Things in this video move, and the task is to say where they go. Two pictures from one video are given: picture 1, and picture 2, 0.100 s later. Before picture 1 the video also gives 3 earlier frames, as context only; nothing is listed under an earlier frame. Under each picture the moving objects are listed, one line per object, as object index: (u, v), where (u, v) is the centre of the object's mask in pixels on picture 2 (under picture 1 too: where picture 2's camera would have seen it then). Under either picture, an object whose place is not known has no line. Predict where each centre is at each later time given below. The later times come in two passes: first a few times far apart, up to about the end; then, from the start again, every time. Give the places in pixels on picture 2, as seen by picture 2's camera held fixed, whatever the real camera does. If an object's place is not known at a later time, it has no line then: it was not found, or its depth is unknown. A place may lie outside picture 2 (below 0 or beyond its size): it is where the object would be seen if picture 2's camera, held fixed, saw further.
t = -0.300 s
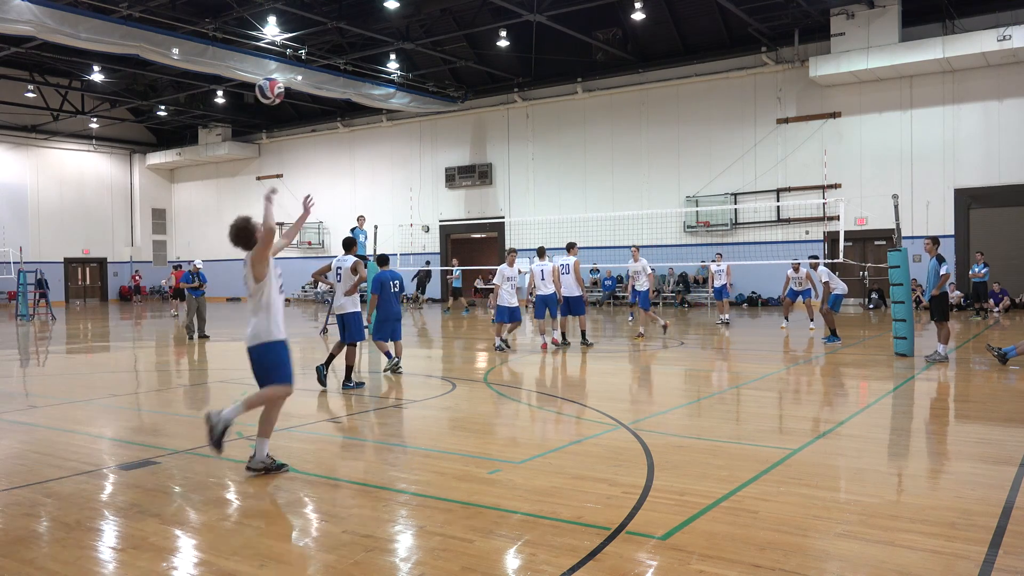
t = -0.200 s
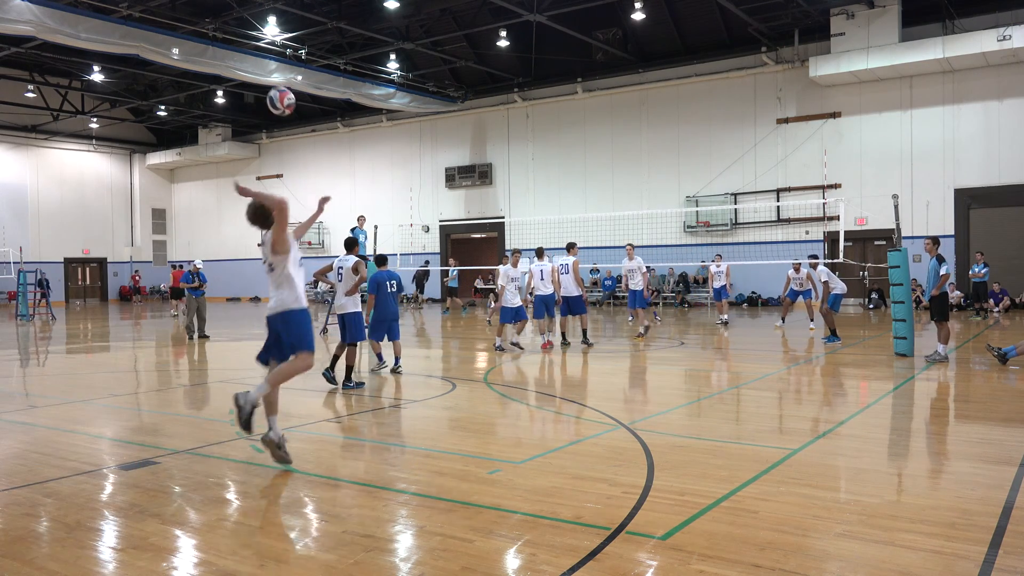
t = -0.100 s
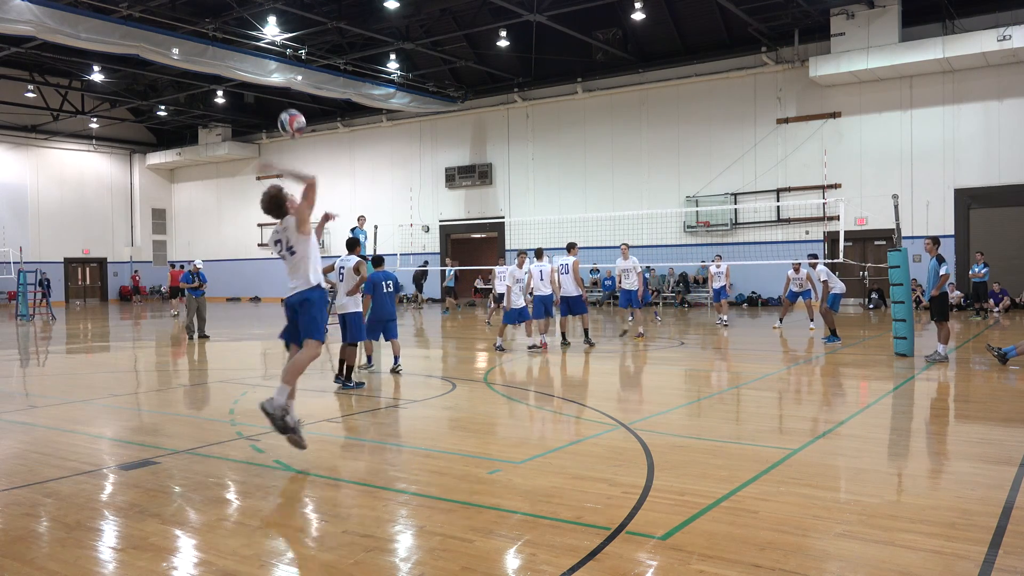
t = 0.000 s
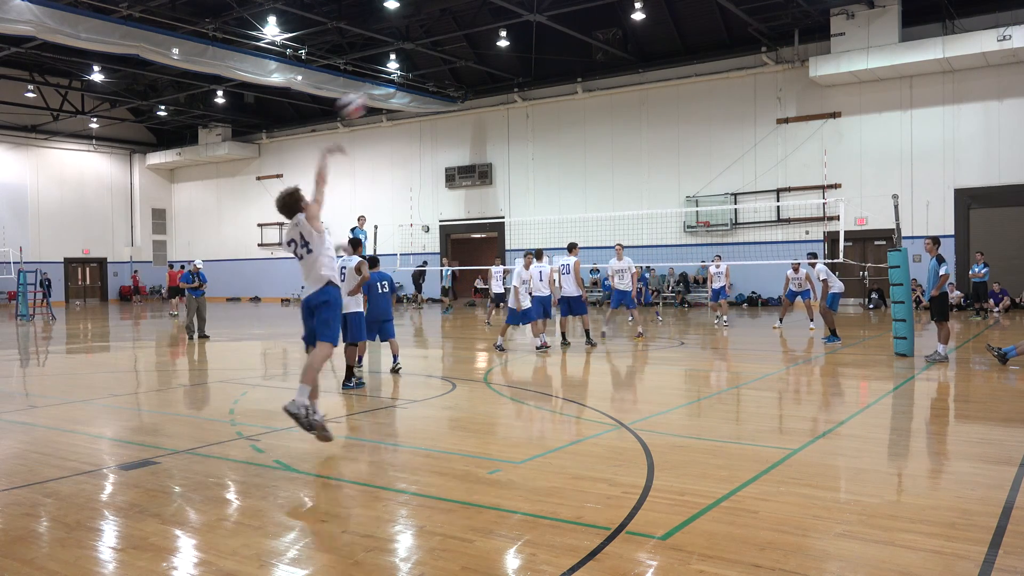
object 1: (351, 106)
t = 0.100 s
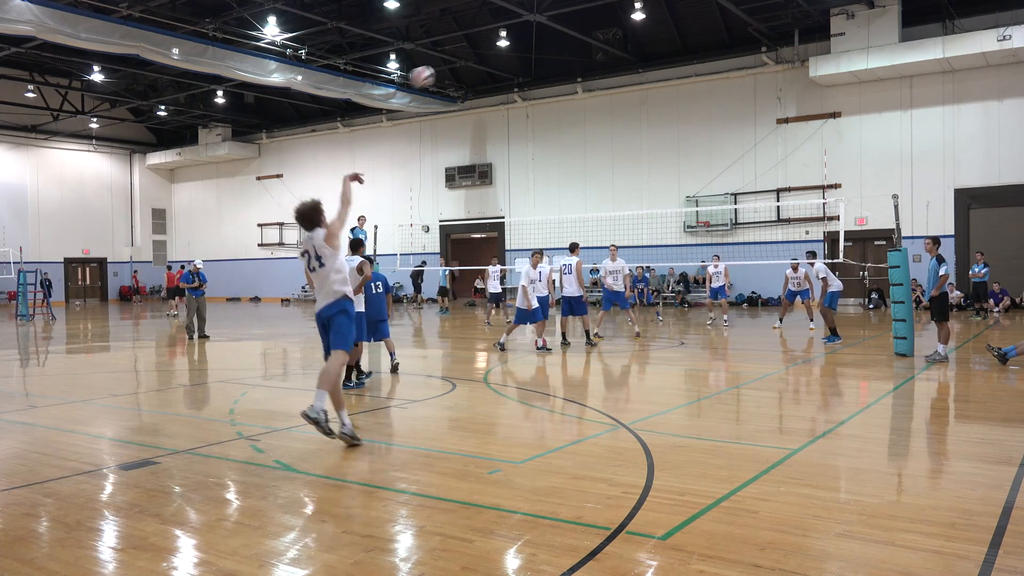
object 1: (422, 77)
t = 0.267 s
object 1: (500, 65)
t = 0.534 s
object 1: (577, 92)
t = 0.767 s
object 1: (619, 141)
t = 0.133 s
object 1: (441, 72)
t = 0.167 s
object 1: (458, 68)
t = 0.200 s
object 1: (473, 66)
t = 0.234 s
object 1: (488, 65)
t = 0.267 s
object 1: (500, 65)
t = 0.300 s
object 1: (513, 66)
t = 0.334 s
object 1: (524, 68)
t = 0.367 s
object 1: (534, 71)
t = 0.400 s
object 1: (544, 74)
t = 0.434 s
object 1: (553, 78)
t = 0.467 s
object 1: (562, 82)
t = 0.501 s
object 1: (570, 87)
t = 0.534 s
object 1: (577, 92)
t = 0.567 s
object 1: (584, 98)
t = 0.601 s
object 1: (590, 104)
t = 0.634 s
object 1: (597, 111)
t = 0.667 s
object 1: (602, 119)
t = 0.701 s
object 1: (608, 126)
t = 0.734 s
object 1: (613, 133)
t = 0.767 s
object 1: (619, 141)
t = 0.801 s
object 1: (624, 148)
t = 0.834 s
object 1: (628, 157)
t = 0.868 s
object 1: (632, 165)
